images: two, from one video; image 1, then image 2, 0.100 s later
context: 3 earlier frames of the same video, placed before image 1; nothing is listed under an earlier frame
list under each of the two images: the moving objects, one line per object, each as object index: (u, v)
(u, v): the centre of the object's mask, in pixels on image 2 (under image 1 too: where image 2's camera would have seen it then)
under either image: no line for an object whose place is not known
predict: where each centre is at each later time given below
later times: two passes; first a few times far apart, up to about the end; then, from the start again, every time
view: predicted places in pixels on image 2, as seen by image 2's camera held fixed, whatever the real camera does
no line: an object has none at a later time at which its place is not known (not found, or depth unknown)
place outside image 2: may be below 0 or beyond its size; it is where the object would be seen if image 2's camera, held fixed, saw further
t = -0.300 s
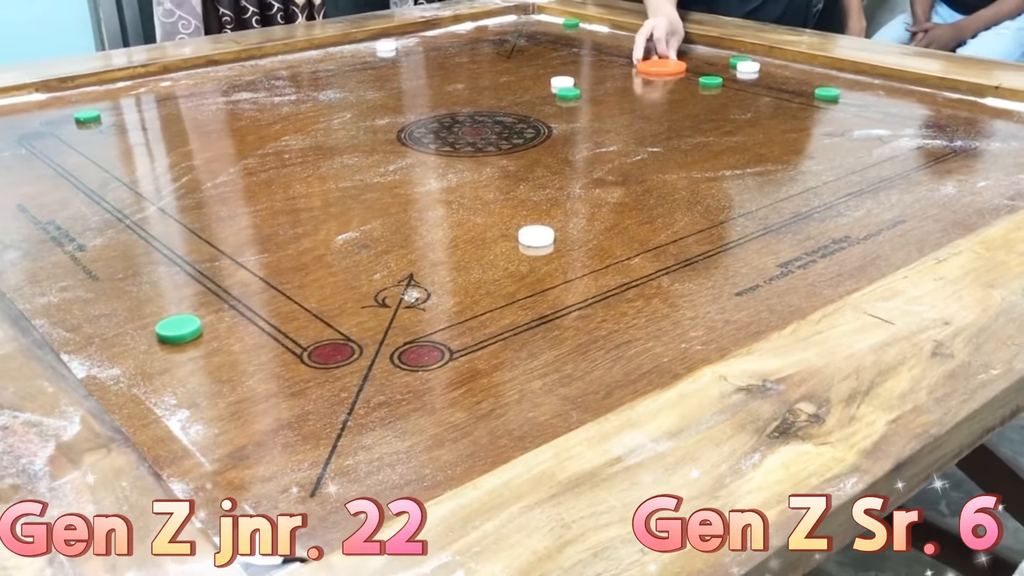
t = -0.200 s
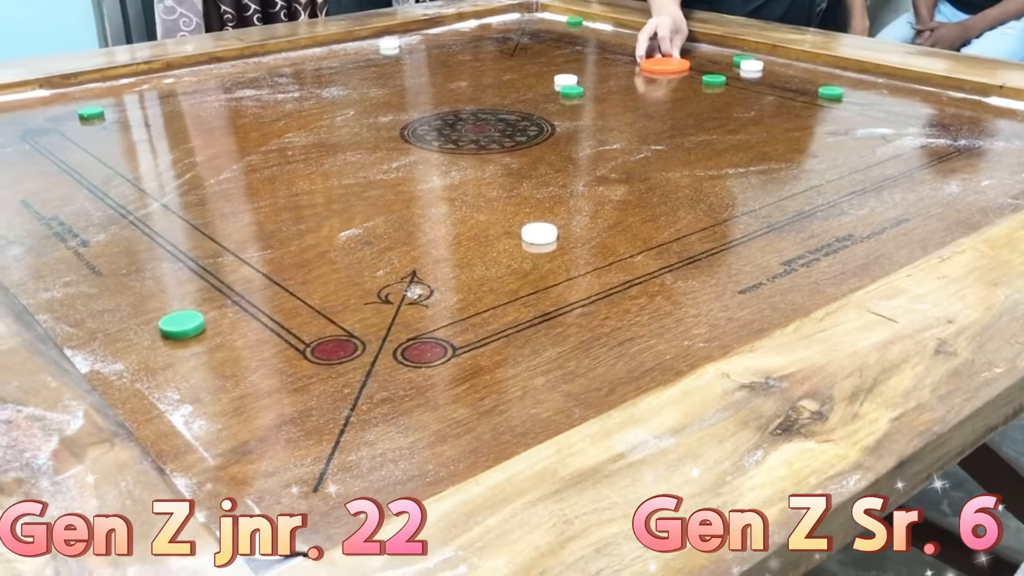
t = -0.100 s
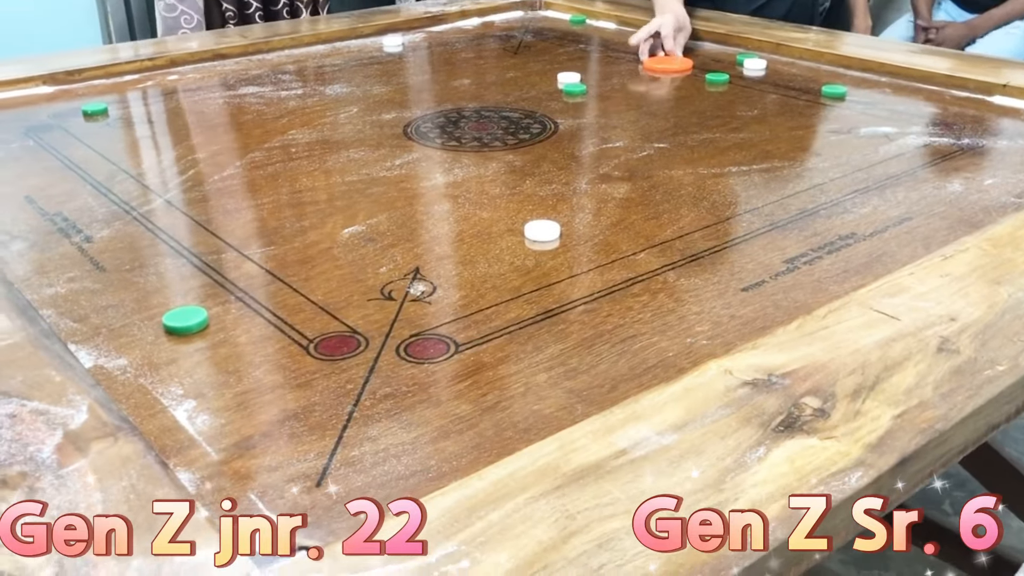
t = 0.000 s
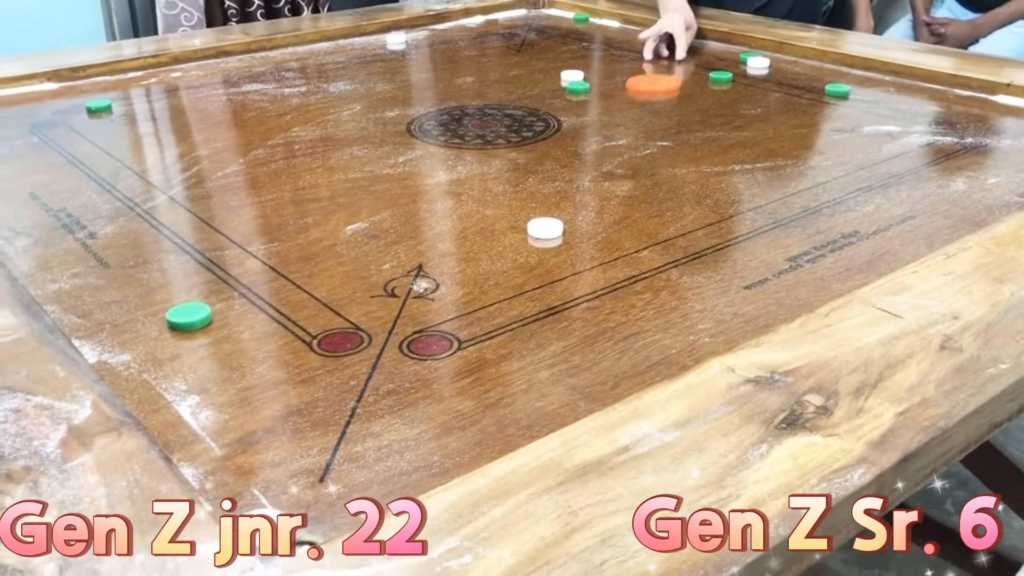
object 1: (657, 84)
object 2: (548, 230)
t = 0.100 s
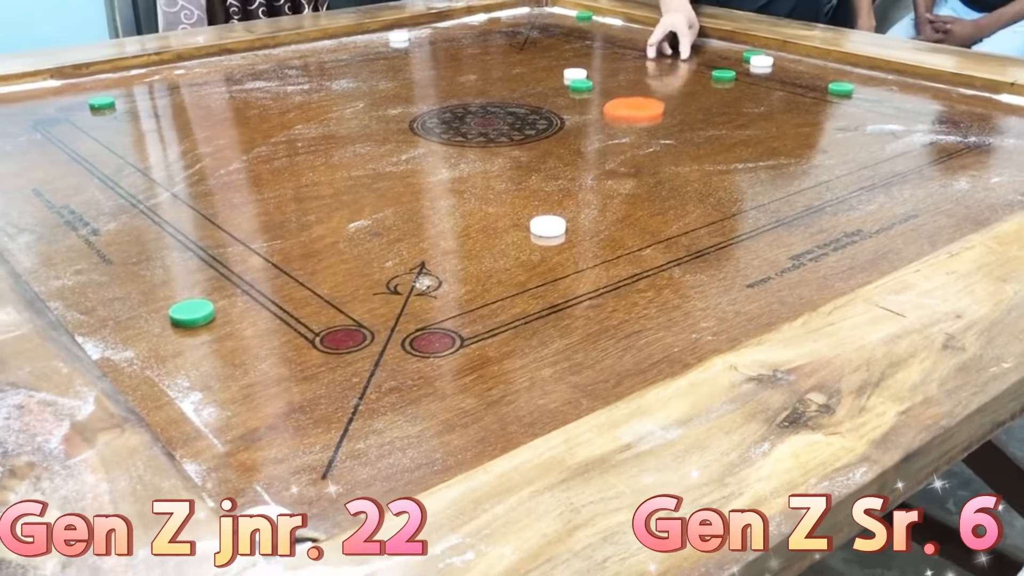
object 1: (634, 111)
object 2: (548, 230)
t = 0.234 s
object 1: (600, 151)
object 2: (548, 230)
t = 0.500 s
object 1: (523, 232)
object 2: (521, 308)
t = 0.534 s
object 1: (514, 240)
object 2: (511, 340)
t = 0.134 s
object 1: (626, 120)
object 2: (548, 230)
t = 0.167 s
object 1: (618, 129)
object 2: (548, 230)
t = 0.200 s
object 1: (609, 140)
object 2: (548, 230)
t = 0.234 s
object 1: (600, 151)
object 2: (548, 230)
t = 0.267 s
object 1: (590, 162)
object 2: (548, 230)
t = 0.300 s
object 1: (581, 174)
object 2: (548, 230)
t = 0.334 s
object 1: (571, 184)
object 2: (548, 230)
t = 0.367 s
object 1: (561, 197)
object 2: (548, 230)
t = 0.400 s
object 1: (551, 205)
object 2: (546, 234)
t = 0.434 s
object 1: (541, 216)
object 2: (539, 256)
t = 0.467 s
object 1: (532, 225)
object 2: (531, 280)
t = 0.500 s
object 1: (523, 232)
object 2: (521, 308)
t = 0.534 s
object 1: (514, 240)
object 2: (511, 340)
